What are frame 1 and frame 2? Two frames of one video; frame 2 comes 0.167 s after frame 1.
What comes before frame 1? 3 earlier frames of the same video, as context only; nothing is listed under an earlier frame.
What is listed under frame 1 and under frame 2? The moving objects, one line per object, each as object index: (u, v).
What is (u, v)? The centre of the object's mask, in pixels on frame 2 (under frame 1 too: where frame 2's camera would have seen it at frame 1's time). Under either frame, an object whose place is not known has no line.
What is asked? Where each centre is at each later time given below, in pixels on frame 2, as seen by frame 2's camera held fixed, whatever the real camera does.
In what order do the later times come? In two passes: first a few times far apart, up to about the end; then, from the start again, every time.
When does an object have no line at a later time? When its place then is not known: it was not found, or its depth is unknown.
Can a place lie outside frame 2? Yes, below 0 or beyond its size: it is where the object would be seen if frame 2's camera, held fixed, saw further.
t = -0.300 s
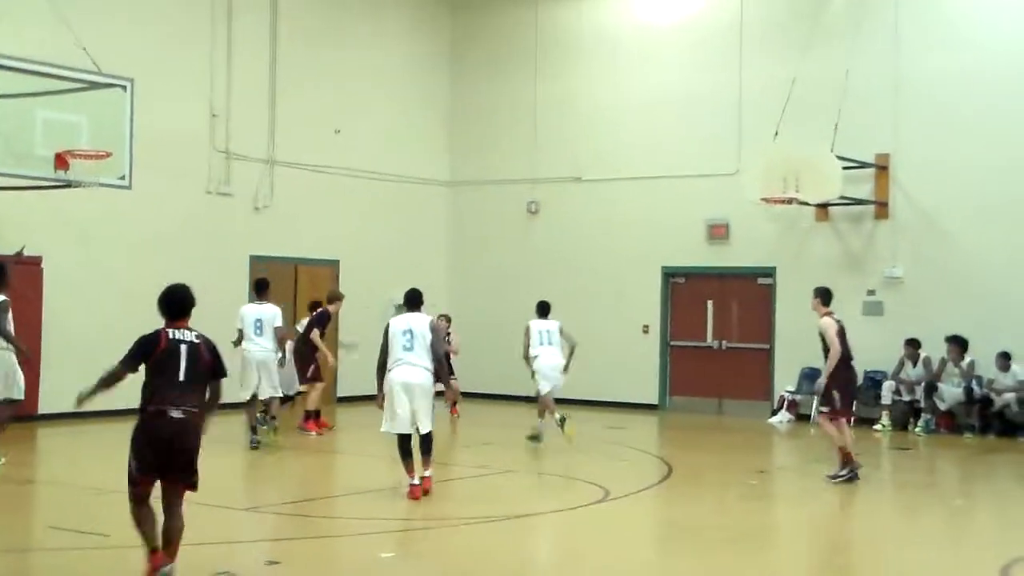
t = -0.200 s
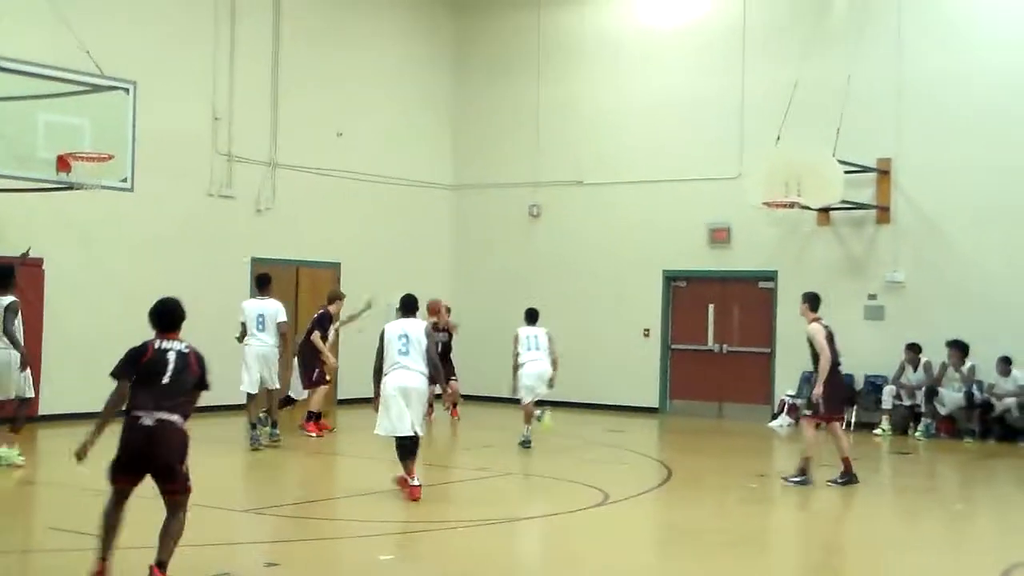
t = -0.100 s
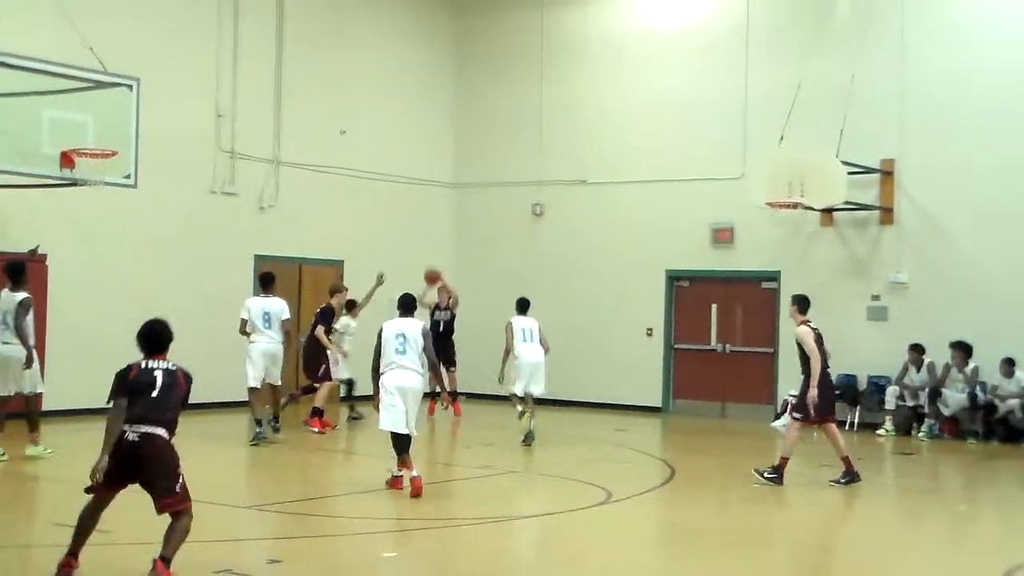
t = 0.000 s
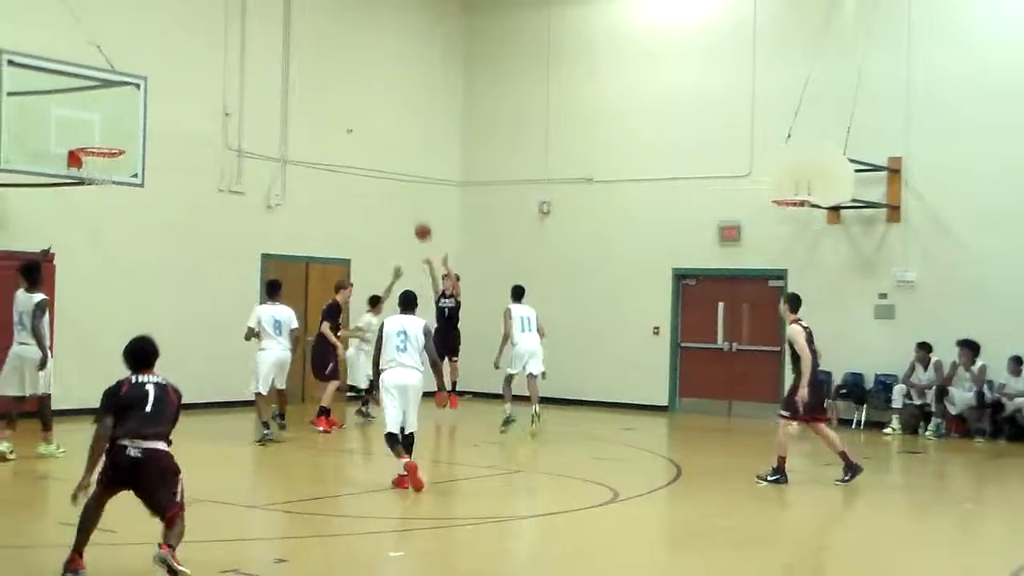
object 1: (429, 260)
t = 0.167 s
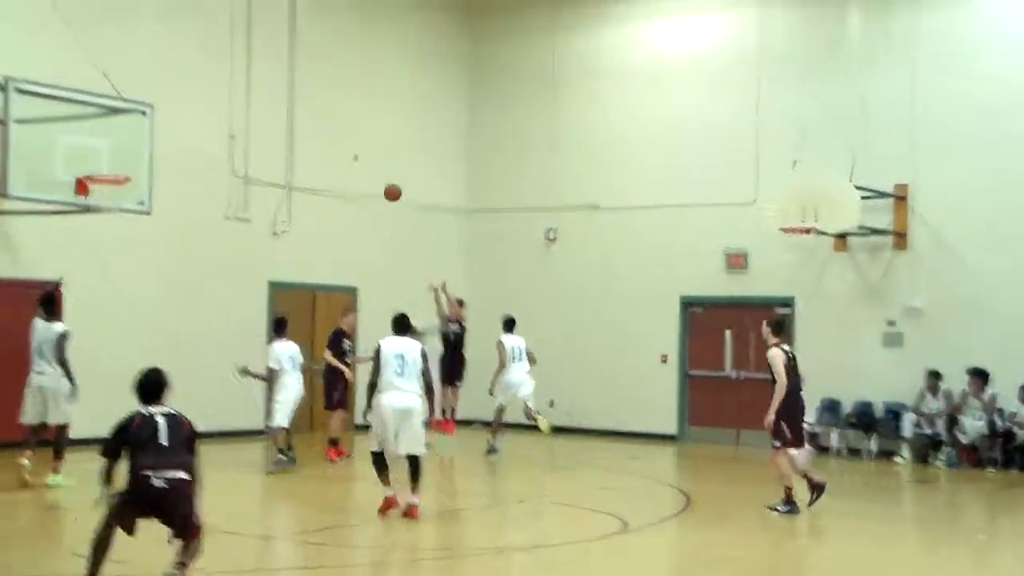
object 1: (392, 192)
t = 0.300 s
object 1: (359, 149)
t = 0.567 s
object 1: (289, 103)
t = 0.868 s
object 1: (194, 114)
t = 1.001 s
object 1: (147, 147)
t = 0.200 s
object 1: (384, 181)
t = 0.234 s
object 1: (376, 169)
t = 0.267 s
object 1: (367, 158)
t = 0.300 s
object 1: (359, 149)
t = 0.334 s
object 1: (351, 141)
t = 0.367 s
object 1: (343, 133)
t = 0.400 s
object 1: (334, 126)
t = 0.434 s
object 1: (325, 119)
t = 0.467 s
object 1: (315, 114)
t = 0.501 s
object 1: (307, 109)
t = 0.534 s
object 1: (298, 105)
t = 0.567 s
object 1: (289, 103)
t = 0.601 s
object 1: (280, 100)
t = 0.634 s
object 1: (270, 99)
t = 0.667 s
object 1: (261, 98)
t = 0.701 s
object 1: (250, 99)
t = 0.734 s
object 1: (239, 100)
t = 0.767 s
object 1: (228, 102)
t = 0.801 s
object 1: (217, 105)
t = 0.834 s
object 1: (206, 108)
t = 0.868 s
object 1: (194, 114)
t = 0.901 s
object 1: (182, 121)
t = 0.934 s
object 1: (170, 128)
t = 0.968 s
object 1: (160, 138)
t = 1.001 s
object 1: (147, 147)
